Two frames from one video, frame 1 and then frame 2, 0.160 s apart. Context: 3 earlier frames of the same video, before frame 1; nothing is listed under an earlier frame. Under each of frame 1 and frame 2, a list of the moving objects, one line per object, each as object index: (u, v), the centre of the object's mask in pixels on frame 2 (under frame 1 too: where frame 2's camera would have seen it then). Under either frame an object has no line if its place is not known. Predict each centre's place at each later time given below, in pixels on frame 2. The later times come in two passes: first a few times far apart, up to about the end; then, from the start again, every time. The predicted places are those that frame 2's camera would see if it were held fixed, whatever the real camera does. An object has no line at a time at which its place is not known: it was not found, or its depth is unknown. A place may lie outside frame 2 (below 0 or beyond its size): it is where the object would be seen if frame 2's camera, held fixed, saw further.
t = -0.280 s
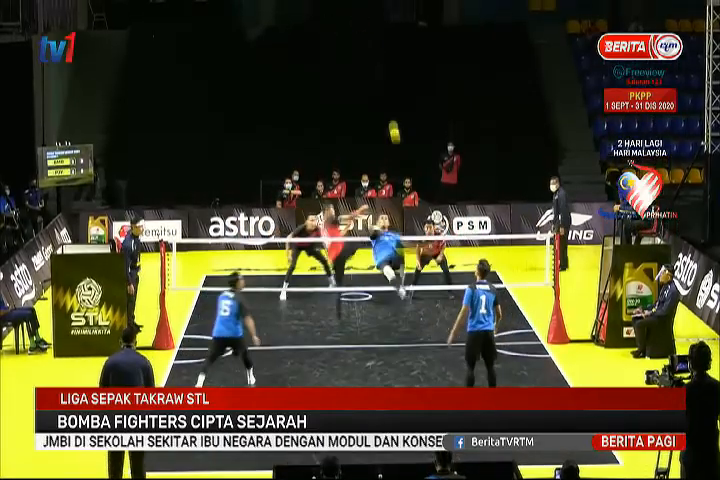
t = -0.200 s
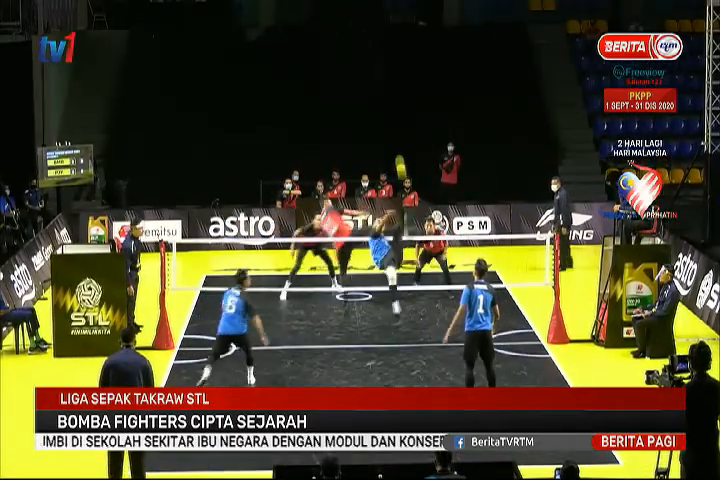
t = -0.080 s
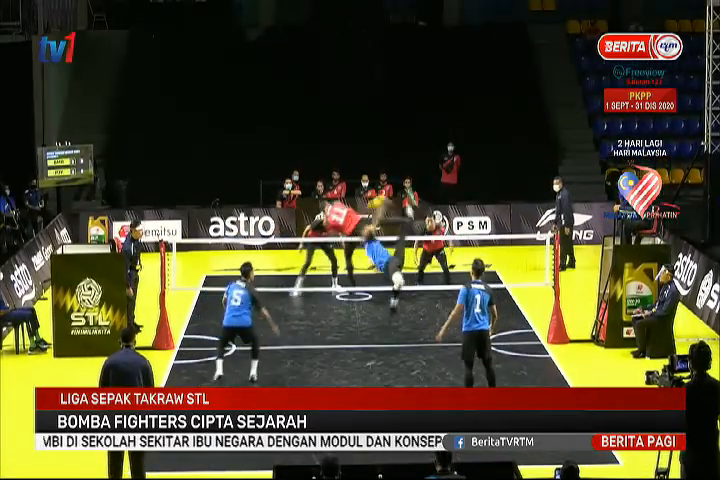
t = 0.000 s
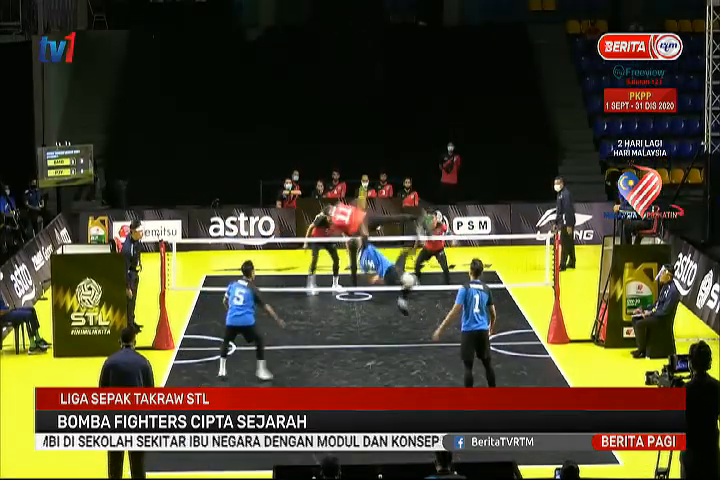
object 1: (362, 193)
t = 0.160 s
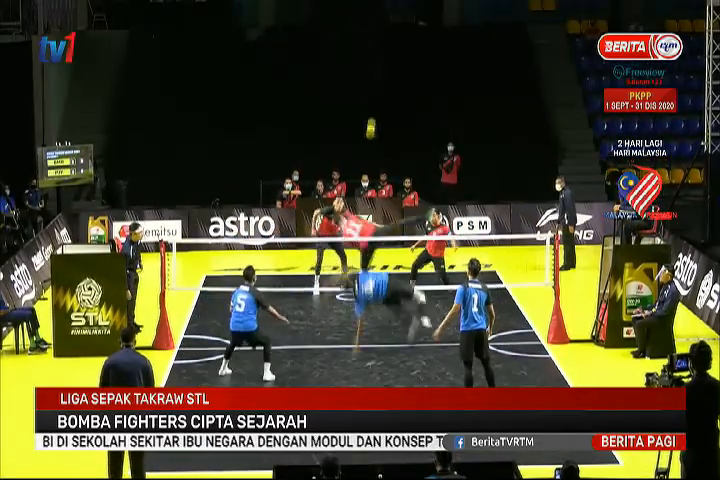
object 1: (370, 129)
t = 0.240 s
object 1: (374, 102)
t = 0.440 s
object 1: (384, 59)
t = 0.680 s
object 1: (394, 45)
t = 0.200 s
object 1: (373, 114)
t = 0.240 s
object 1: (374, 102)
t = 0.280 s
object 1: (376, 91)
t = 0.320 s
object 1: (378, 82)
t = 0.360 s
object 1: (380, 73)
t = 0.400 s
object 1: (382, 65)
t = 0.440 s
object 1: (384, 59)
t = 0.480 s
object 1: (386, 54)
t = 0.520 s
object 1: (388, 50)
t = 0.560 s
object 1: (390, 47)
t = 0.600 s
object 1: (391, 45)
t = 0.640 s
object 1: (393, 45)
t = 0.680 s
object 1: (394, 45)
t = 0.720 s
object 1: (396, 46)
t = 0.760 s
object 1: (398, 49)
